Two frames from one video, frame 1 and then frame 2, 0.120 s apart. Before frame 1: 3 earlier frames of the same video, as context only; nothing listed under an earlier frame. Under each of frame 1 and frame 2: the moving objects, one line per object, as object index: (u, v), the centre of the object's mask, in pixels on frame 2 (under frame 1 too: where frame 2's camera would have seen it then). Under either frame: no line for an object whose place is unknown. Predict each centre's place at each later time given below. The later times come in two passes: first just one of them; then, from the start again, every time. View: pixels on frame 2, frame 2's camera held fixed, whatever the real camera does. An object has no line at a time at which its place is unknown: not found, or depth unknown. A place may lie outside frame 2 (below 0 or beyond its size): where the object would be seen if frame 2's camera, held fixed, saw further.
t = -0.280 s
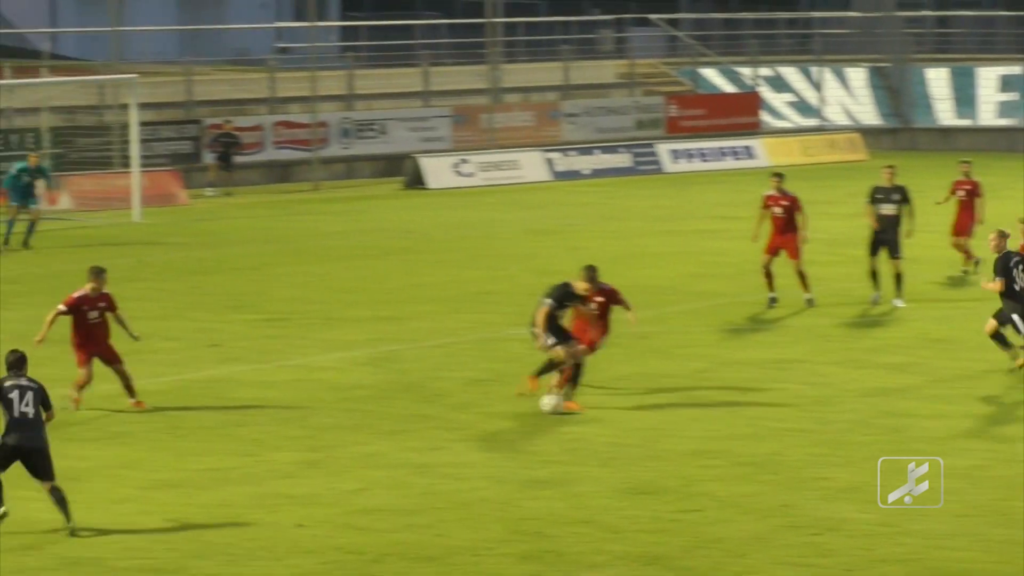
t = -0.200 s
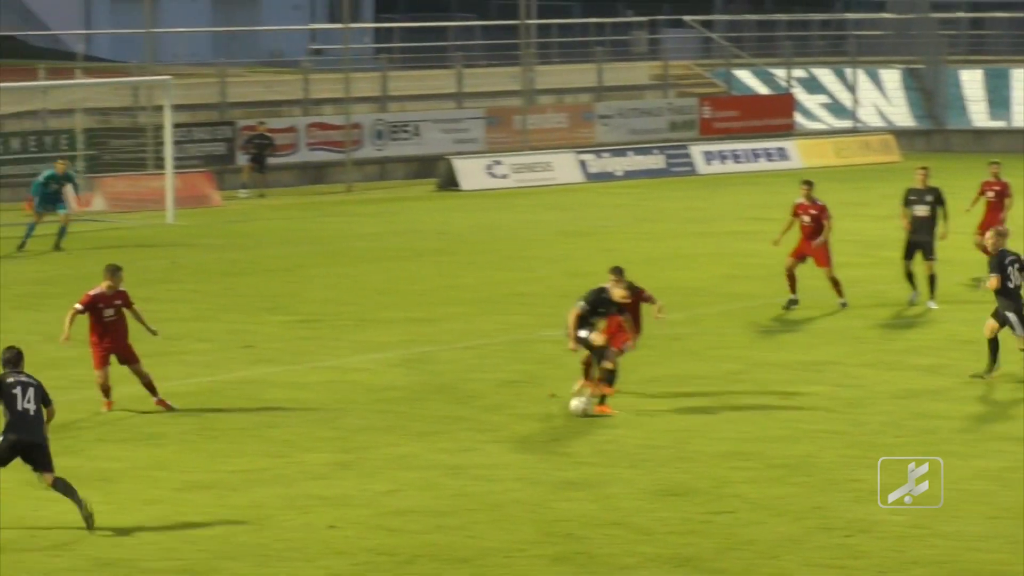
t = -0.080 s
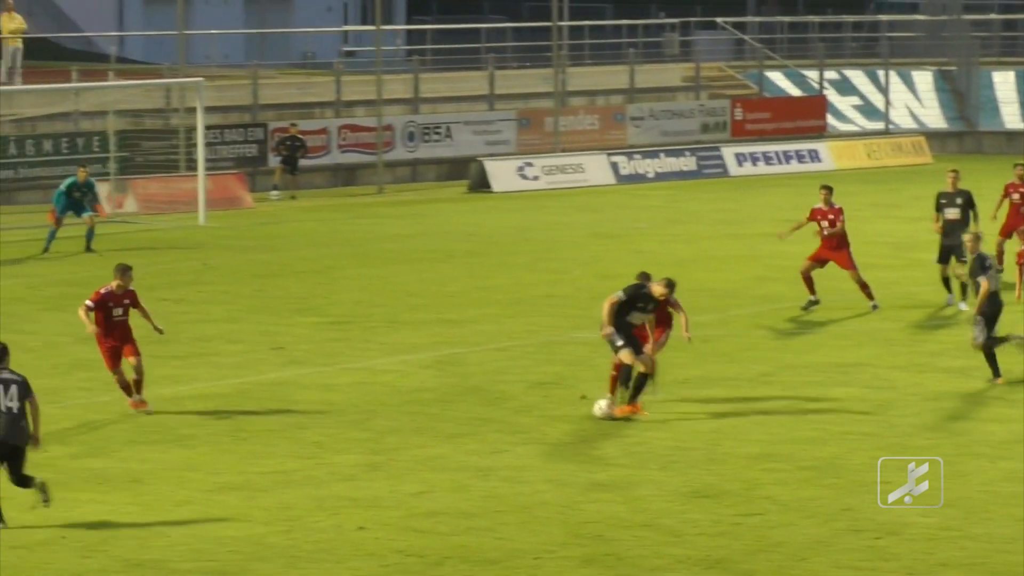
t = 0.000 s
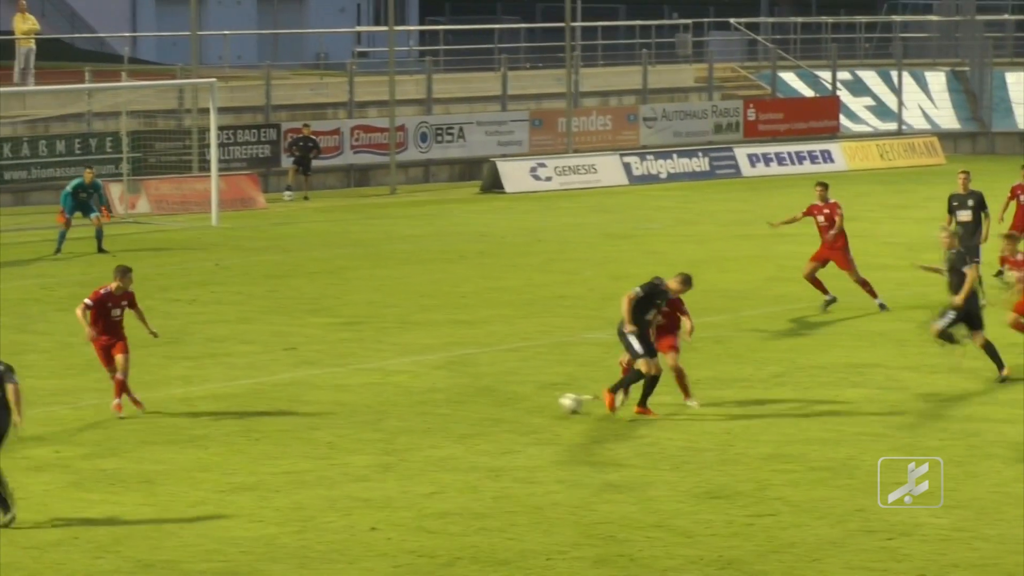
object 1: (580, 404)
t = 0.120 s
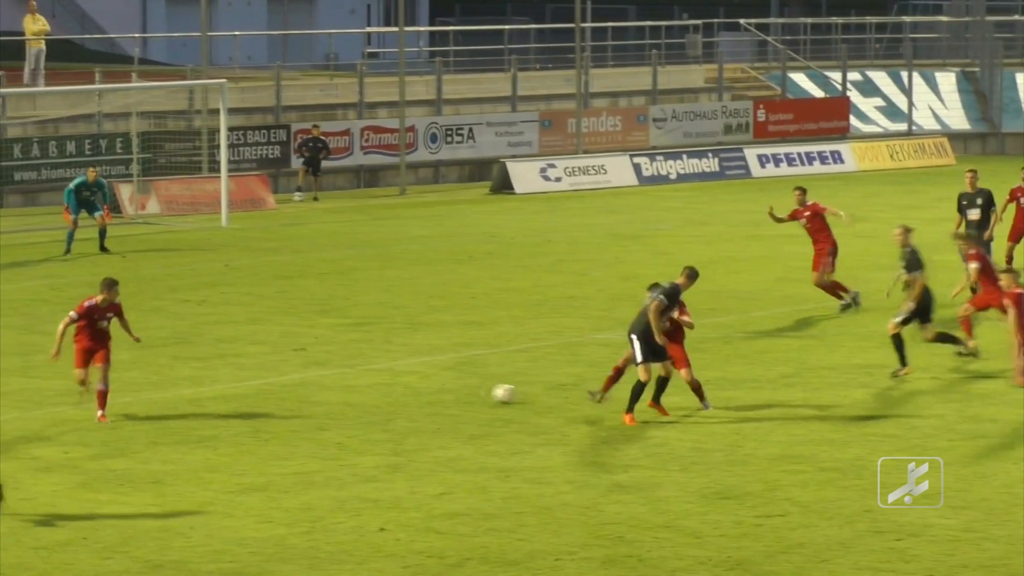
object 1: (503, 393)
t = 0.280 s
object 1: (417, 382)
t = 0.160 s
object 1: (480, 390)
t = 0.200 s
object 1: (458, 386)
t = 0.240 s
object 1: (437, 384)
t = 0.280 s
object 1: (417, 382)
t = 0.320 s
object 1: (399, 379)
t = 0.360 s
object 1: (381, 377)
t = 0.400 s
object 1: (364, 375)
